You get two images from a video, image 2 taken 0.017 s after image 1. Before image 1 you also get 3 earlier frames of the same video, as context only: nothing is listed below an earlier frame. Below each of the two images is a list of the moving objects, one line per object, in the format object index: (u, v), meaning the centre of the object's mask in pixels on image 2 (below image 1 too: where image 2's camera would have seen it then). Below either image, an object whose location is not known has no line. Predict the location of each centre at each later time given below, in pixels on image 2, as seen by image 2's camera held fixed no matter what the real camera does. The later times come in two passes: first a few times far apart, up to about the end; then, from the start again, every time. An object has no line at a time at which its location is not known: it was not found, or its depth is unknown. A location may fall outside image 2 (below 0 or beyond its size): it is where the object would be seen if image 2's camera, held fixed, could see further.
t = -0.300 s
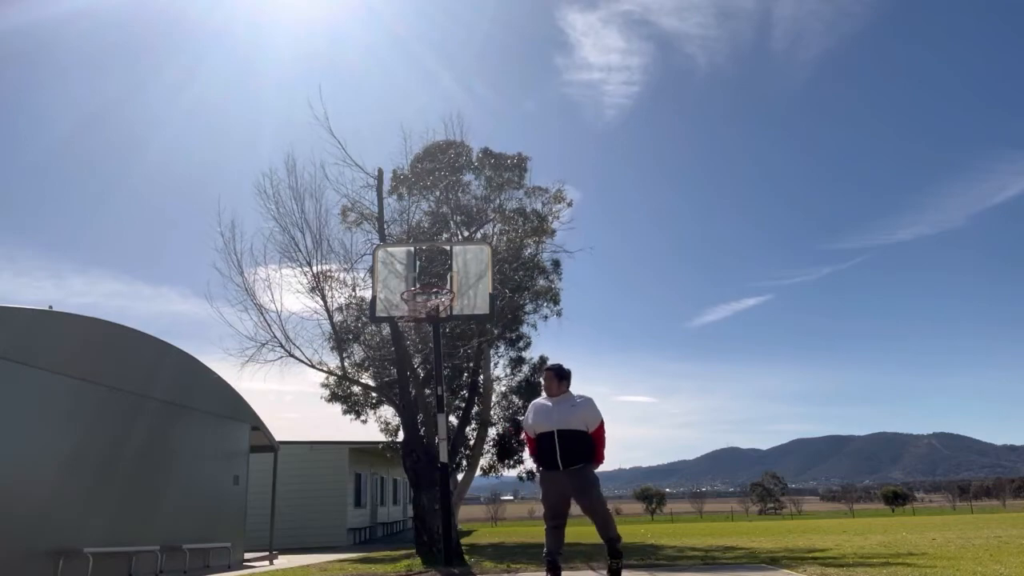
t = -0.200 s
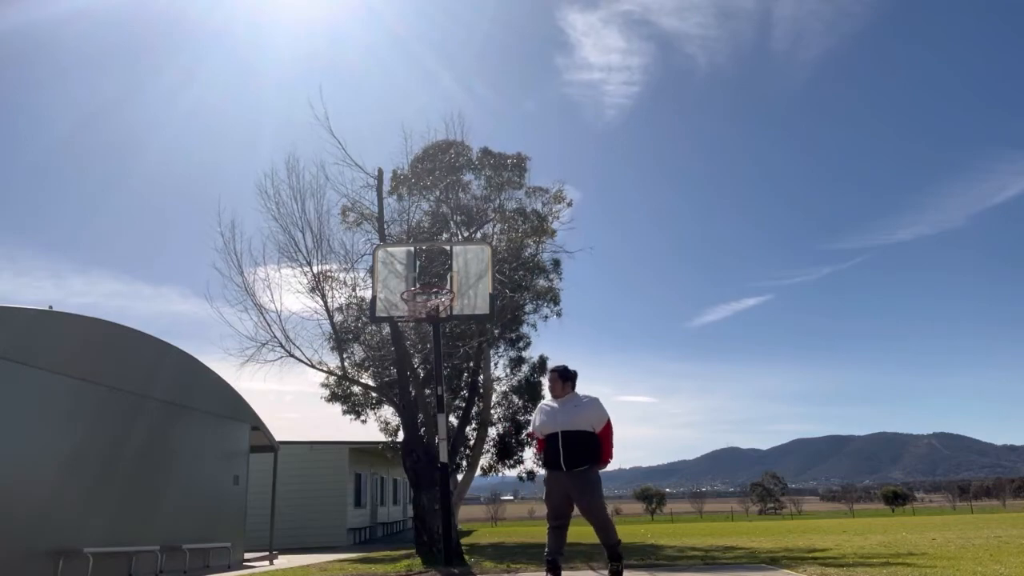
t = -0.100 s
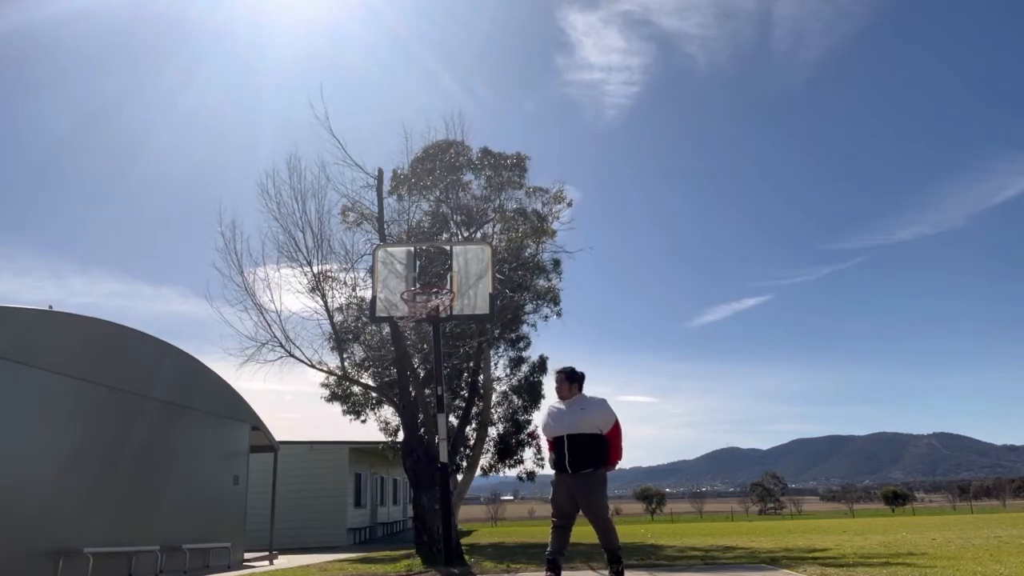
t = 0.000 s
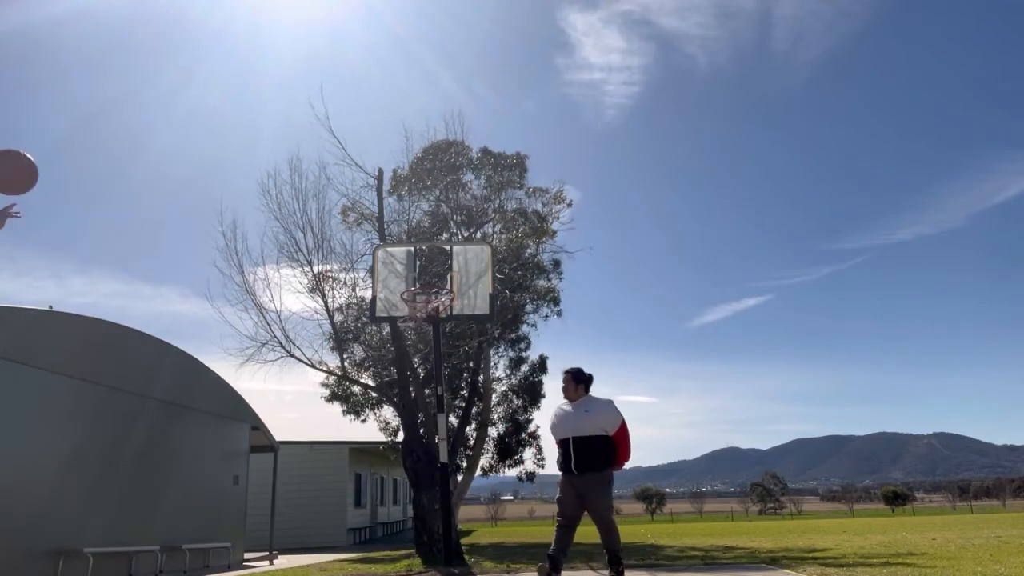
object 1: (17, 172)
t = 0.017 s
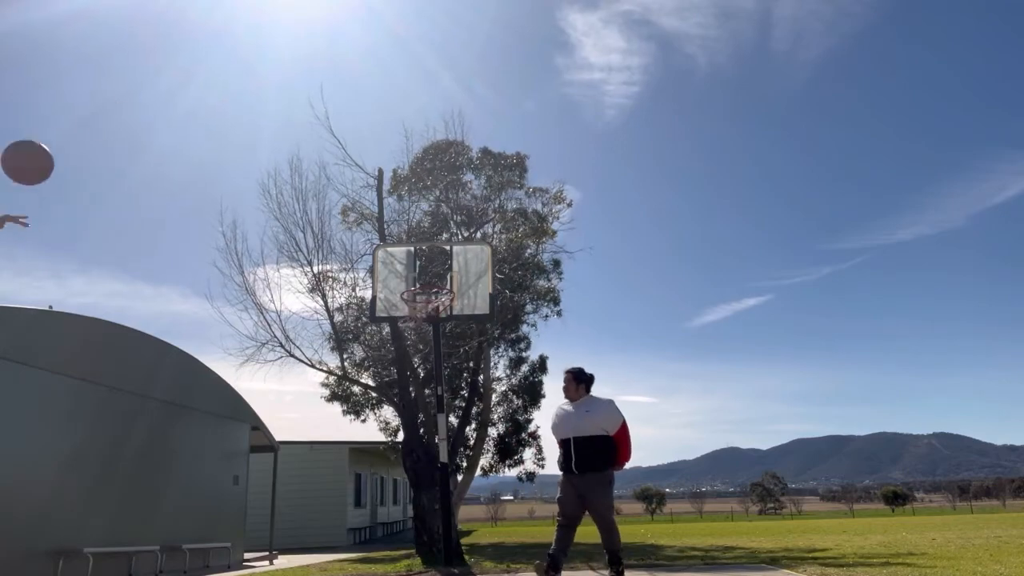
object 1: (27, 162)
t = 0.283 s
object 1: (209, 97)
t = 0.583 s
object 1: (325, 142)
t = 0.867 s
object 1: (398, 246)
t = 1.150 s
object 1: (430, 262)
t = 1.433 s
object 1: (421, 301)
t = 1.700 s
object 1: (436, 360)
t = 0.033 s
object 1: (43, 153)
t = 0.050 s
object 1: (58, 145)
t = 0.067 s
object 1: (72, 138)
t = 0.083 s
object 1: (85, 131)
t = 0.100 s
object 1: (98, 126)
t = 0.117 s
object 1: (110, 120)
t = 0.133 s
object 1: (122, 116)
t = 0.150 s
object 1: (133, 112)
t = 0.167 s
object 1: (144, 108)
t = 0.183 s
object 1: (154, 105)
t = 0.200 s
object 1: (164, 103)
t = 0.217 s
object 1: (174, 101)
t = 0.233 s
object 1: (183, 99)
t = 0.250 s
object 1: (192, 99)
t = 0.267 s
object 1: (201, 98)
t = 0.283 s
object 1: (209, 97)
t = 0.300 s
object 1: (218, 98)
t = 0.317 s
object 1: (225, 98)
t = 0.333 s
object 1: (233, 99)
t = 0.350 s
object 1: (240, 100)
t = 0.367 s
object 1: (248, 101)
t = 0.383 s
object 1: (255, 103)
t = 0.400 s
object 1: (261, 105)
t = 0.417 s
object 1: (268, 107)
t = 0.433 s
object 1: (274, 109)
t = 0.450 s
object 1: (281, 112)
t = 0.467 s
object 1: (287, 115)
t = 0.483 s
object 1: (293, 118)
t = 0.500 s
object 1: (299, 122)
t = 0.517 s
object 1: (304, 125)
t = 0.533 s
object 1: (310, 129)
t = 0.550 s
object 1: (315, 133)
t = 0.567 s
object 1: (320, 137)
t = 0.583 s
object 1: (325, 142)
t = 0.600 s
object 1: (330, 147)
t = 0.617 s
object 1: (335, 151)
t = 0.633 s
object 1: (340, 156)
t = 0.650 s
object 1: (344, 162)
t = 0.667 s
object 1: (349, 167)
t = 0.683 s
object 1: (354, 173)
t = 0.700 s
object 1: (358, 179)
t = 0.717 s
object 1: (362, 185)
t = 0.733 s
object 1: (366, 191)
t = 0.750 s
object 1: (369, 196)
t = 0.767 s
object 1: (375, 204)
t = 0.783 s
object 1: (379, 210)
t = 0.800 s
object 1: (383, 217)
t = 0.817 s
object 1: (386, 224)
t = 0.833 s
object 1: (390, 231)
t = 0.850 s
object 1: (394, 238)
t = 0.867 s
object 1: (398, 246)
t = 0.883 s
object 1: (401, 254)
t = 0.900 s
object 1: (404, 262)
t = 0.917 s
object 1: (409, 270)
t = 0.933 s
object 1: (412, 278)
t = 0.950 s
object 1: (414, 283)
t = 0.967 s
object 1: (416, 297)
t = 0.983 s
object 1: (425, 282)
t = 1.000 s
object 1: (425, 281)
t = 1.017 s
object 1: (425, 279)
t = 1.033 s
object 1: (426, 276)
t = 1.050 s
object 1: (426, 271)
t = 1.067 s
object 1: (427, 268)
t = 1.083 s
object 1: (427, 271)
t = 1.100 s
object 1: (427, 267)
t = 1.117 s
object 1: (428, 266)
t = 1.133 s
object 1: (428, 265)
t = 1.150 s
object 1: (430, 262)
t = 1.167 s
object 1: (429, 264)
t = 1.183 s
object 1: (429, 264)
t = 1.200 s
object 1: (429, 264)
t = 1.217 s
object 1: (427, 268)
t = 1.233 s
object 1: (426, 273)
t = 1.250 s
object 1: (427, 270)
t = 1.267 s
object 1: (423, 279)
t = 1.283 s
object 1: (421, 281)
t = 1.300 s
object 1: (420, 284)
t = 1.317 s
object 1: (420, 290)
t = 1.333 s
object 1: (421, 292)
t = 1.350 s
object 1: (420, 293)
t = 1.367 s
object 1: (422, 293)
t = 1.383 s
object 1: (421, 294)
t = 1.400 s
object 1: (419, 297)
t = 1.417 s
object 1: (421, 299)
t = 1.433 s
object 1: (421, 301)
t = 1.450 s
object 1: (423, 303)
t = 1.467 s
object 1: (423, 305)
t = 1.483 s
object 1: (423, 306)
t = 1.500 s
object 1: (425, 309)
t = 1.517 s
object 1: (426, 312)
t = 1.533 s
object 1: (426, 313)
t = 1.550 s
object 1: (428, 317)
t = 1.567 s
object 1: (428, 320)
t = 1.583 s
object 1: (429, 324)
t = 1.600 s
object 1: (430, 324)
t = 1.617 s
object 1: (431, 326)
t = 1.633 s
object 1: (432, 338)
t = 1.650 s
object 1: (433, 345)
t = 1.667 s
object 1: (434, 347)
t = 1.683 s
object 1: (434, 352)
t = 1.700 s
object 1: (436, 360)
